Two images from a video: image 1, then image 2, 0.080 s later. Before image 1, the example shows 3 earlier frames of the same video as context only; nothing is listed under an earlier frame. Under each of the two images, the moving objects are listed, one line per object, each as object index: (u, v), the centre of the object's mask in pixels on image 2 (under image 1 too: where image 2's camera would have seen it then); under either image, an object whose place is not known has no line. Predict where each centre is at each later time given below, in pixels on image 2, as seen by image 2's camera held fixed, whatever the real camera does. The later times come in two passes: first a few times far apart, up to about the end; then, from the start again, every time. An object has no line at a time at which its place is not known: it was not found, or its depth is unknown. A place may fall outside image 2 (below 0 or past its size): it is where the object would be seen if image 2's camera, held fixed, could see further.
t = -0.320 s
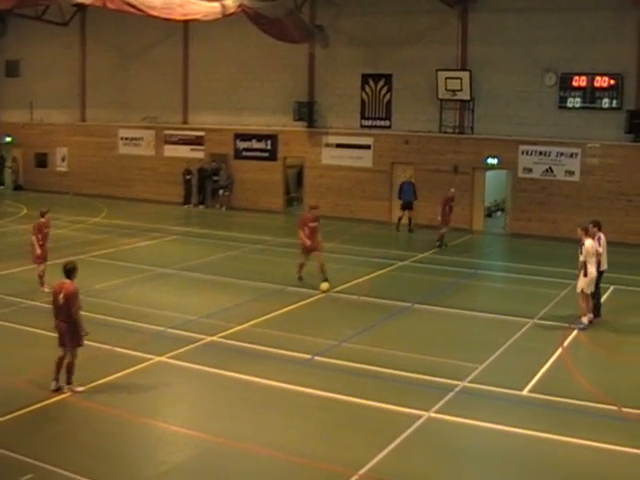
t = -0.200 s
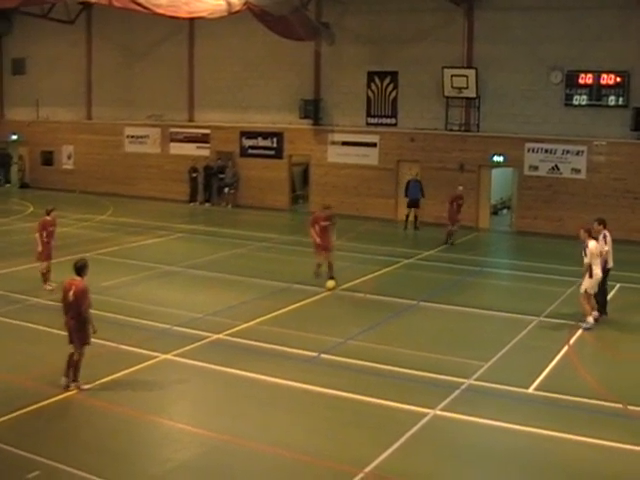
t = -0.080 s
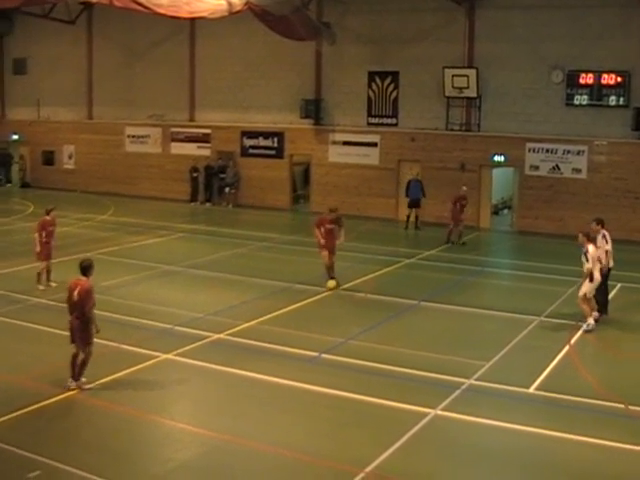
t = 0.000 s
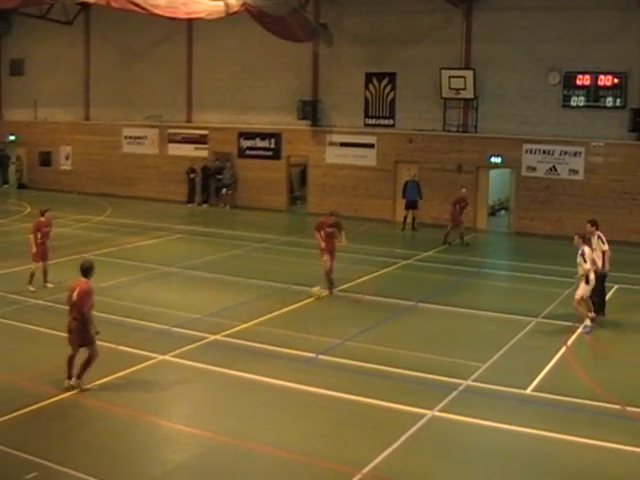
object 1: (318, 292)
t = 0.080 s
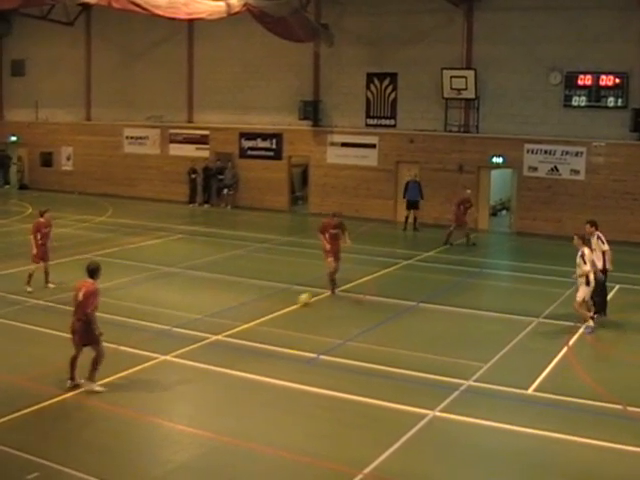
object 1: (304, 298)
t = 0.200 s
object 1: (281, 309)
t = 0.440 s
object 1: (234, 327)
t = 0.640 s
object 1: (195, 349)
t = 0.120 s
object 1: (296, 301)
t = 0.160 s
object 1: (289, 305)
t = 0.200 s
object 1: (281, 309)
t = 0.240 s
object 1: (273, 311)
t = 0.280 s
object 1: (265, 315)
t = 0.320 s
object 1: (257, 319)
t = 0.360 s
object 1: (250, 322)
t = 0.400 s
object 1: (243, 326)
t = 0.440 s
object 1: (234, 327)
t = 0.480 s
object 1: (227, 334)
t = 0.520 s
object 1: (220, 338)
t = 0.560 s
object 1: (209, 341)
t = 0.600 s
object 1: (202, 344)
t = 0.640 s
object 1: (195, 349)
